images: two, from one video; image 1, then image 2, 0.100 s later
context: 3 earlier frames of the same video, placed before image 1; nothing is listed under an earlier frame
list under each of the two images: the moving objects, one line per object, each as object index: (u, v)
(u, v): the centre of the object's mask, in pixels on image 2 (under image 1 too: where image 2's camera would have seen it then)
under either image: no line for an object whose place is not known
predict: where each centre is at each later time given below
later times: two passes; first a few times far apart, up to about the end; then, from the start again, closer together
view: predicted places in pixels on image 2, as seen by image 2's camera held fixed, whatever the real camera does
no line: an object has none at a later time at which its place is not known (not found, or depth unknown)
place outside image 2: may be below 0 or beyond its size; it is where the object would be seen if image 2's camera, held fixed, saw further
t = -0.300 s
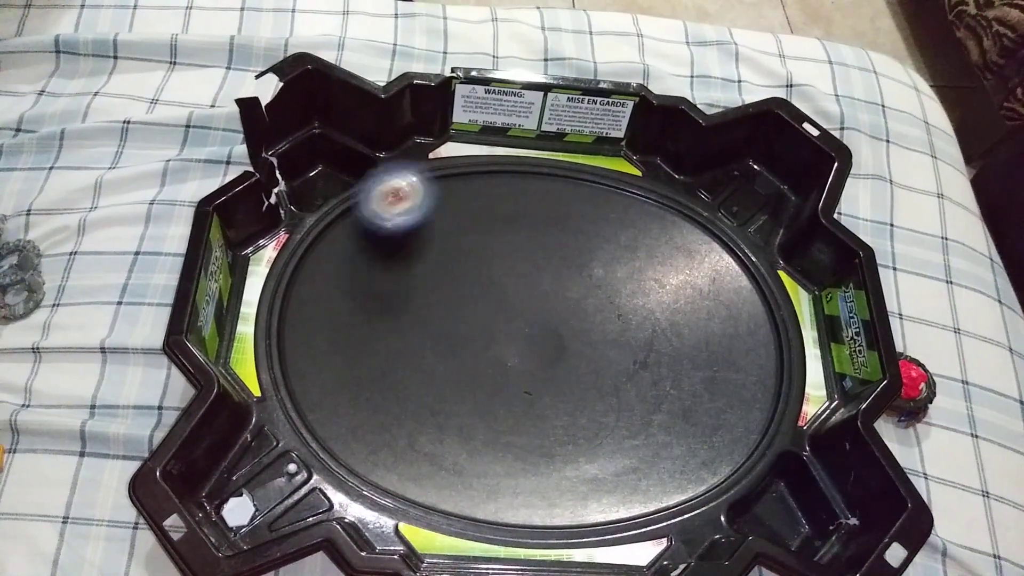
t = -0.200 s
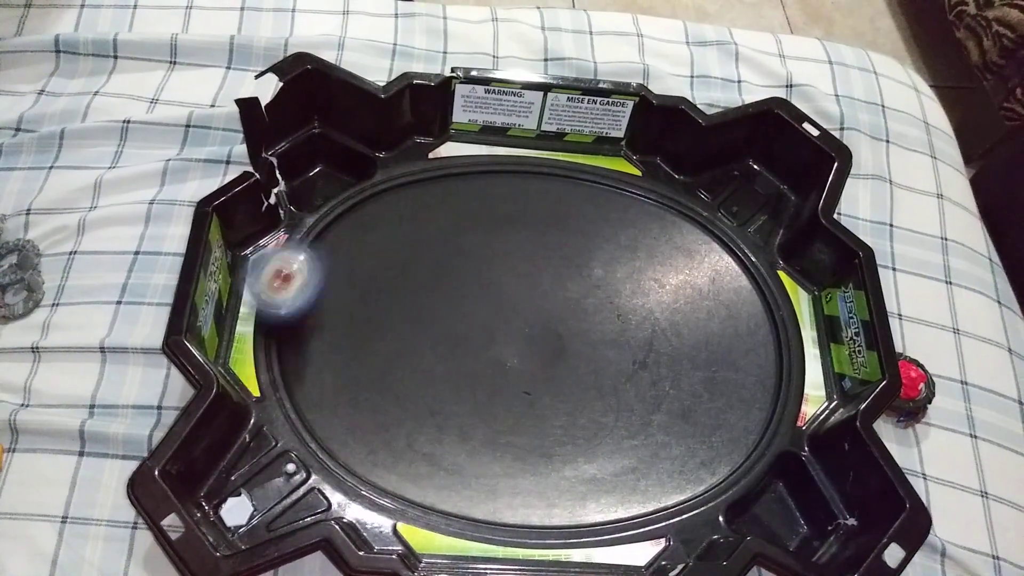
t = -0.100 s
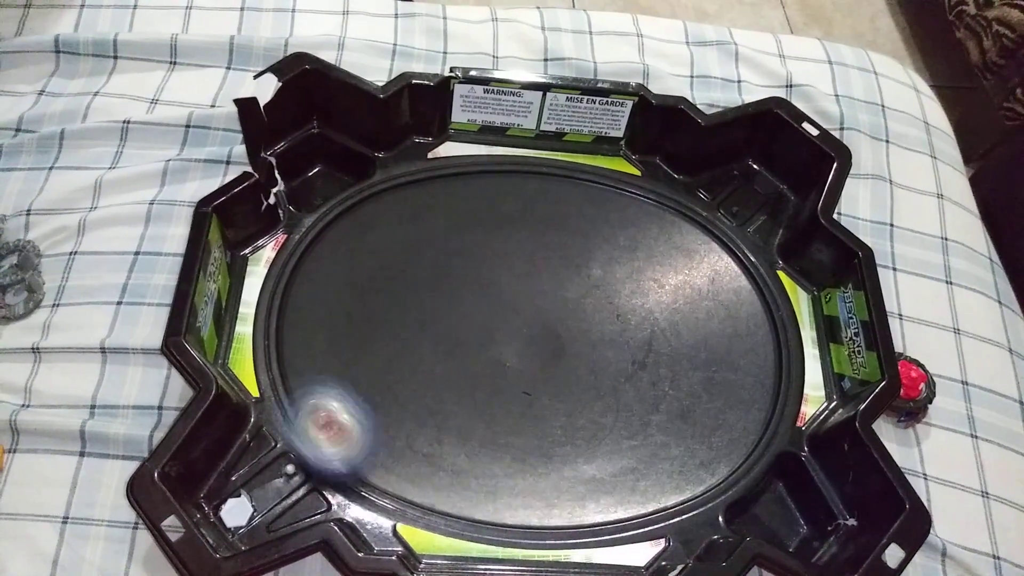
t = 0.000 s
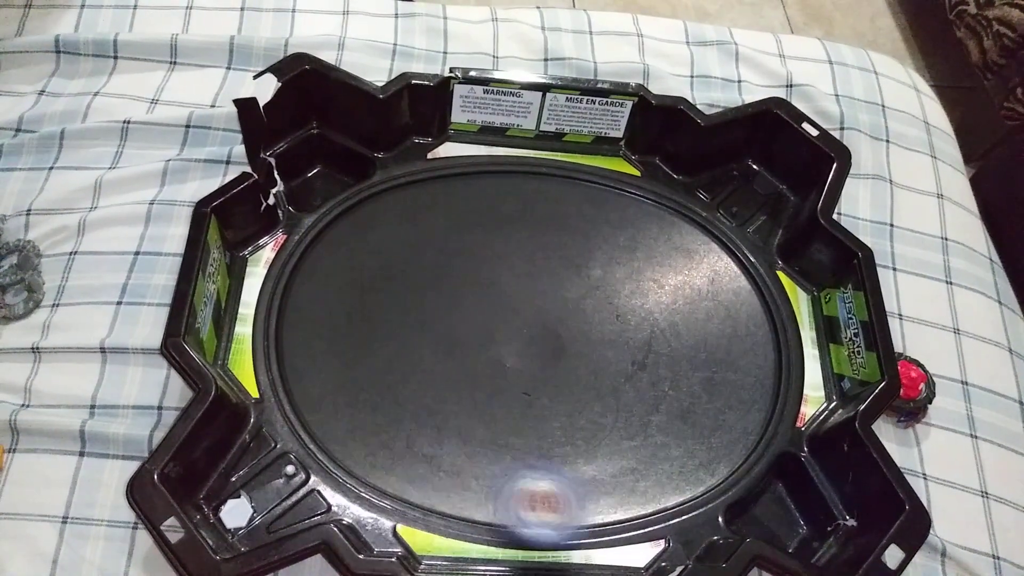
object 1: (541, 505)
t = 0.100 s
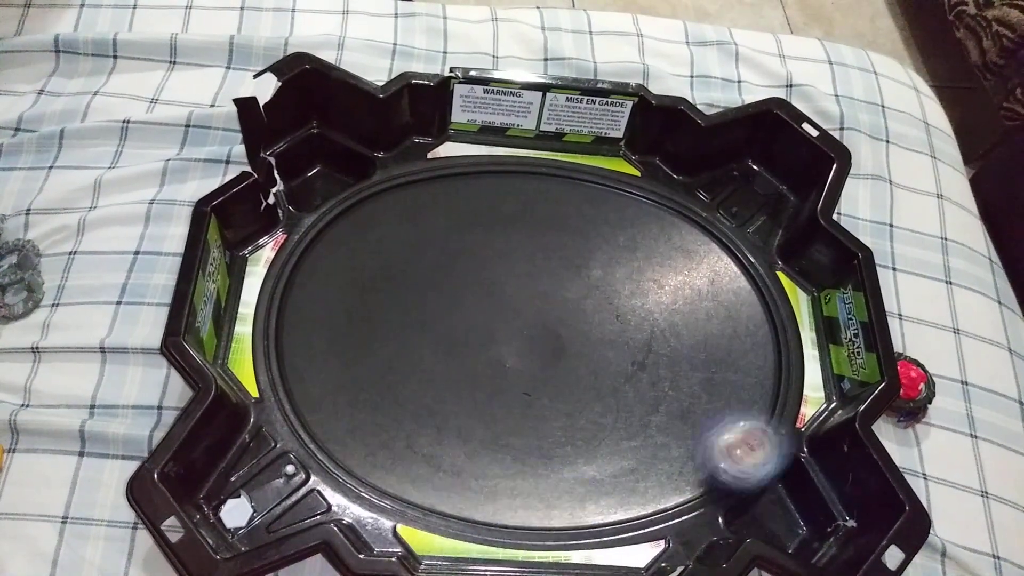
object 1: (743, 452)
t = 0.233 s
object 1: (741, 234)
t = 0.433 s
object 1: (300, 232)
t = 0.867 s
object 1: (742, 244)
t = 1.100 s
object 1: (367, 190)
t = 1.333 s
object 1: (403, 482)
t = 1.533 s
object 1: (669, 483)
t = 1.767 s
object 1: (775, 326)
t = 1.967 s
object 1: (668, 204)
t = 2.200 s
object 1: (551, 254)
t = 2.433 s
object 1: (522, 403)
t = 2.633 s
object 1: (565, 480)
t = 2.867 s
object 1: (625, 465)
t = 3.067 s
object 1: (631, 436)
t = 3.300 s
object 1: (564, 374)
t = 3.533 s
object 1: (451, 333)
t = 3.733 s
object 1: (374, 335)
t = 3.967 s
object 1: (349, 348)
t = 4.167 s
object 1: (379, 354)
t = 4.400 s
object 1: (455, 338)
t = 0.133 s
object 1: (776, 404)
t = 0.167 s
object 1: (784, 344)
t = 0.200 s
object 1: (775, 285)
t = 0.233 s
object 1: (741, 234)
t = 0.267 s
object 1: (686, 194)
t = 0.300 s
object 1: (623, 173)
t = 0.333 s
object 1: (548, 165)
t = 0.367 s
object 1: (466, 165)
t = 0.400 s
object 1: (378, 181)
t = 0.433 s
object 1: (300, 232)
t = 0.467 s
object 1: (239, 311)
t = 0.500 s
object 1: (282, 384)
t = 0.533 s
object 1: (344, 446)
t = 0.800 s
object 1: (798, 335)
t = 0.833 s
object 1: (790, 276)
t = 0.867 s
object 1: (742, 244)
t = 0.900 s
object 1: (680, 225)
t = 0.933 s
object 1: (629, 203)
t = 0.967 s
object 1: (575, 186)
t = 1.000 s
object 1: (526, 171)
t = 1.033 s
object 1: (476, 163)
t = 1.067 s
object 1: (420, 170)
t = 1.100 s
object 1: (367, 190)
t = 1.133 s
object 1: (314, 224)
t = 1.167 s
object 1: (275, 281)
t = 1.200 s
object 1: (236, 342)
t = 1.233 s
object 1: (273, 390)
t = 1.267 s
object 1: (310, 421)
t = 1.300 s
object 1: (355, 457)
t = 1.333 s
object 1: (403, 482)
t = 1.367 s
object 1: (453, 500)
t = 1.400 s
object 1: (503, 508)
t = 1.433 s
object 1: (550, 510)
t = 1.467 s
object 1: (593, 505)
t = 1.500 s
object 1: (635, 496)
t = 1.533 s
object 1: (669, 483)
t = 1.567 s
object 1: (702, 466)
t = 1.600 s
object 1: (727, 446)
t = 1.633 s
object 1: (747, 423)
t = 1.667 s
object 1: (761, 403)
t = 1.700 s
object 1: (771, 380)
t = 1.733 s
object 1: (779, 352)
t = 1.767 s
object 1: (775, 326)
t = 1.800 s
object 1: (761, 299)
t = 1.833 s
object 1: (745, 272)
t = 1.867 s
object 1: (727, 251)
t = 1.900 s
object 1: (711, 229)
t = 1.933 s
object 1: (689, 213)
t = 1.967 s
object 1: (668, 204)
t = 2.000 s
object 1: (646, 198)
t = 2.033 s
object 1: (626, 198)
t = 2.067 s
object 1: (608, 204)
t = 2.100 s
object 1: (591, 211)
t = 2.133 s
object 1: (577, 222)
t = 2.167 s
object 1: (565, 236)
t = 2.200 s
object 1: (551, 254)
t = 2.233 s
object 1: (541, 272)
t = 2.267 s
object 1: (532, 292)
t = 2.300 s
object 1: (525, 315)
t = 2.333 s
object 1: (521, 336)
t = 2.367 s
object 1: (519, 359)
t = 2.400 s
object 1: (519, 382)
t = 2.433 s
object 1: (522, 403)
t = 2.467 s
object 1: (526, 422)
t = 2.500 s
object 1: (531, 439)
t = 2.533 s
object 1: (538, 454)
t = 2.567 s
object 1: (546, 466)
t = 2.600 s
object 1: (555, 474)
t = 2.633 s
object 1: (565, 480)
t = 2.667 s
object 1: (575, 483)
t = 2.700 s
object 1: (586, 484)
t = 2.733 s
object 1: (595, 483)
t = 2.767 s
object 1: (604, 480)
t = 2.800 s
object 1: (613, 475)
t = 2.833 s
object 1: (620, 470)
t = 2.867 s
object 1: (625, 465)
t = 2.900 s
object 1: (630, 461)
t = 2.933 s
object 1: (632, 457)
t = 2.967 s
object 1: (633, 454)
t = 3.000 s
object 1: (634, 449)
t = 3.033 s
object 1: (633, 444)
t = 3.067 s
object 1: (631, 436)
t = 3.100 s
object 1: (626, 427)
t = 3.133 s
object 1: (619, 418)
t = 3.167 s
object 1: (610, 408)
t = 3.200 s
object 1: (601, 399)
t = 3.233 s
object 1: (589, 391)
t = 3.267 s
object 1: (578, 382)
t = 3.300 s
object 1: (564, 374)
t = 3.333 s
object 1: (550, 366)
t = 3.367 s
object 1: (536, 359)
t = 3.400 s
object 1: (521, 353)
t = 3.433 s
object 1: (506, 347)
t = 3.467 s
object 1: (487, 341)
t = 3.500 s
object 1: (469, 336)
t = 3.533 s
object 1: (451, 333)
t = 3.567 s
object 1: (433, 331)
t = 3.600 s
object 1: (417, 331)
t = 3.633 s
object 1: (402, 331)
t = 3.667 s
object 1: (391, 333)
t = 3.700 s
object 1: (382, 333)
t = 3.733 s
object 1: (374, 335)
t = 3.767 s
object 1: (367, 336)
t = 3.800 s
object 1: (362, 339)
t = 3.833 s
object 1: (358, 341)
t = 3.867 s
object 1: (354, 343)
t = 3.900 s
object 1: (351, 345)
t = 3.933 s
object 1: (350, 347)
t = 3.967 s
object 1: (349, 348)
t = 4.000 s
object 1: (351, 350)
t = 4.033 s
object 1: (354, 351)
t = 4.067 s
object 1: (359, 353)
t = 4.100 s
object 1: (364, 354)
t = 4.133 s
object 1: (371, 354)
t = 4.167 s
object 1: (379, 354)
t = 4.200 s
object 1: (388, 354)
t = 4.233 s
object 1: (397, 352)
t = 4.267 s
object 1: (408, 351)
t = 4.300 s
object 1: (420, 348)
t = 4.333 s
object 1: (431, 346)
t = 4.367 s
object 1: (444, 342)
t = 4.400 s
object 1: (455, 338)
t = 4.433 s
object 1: (466, 334)
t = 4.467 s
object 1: (476, 330)
